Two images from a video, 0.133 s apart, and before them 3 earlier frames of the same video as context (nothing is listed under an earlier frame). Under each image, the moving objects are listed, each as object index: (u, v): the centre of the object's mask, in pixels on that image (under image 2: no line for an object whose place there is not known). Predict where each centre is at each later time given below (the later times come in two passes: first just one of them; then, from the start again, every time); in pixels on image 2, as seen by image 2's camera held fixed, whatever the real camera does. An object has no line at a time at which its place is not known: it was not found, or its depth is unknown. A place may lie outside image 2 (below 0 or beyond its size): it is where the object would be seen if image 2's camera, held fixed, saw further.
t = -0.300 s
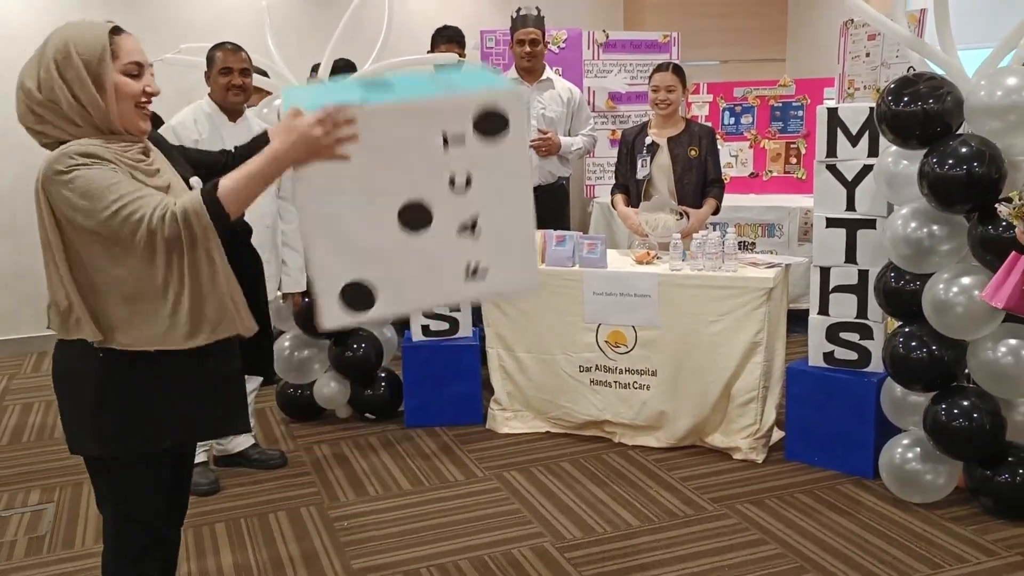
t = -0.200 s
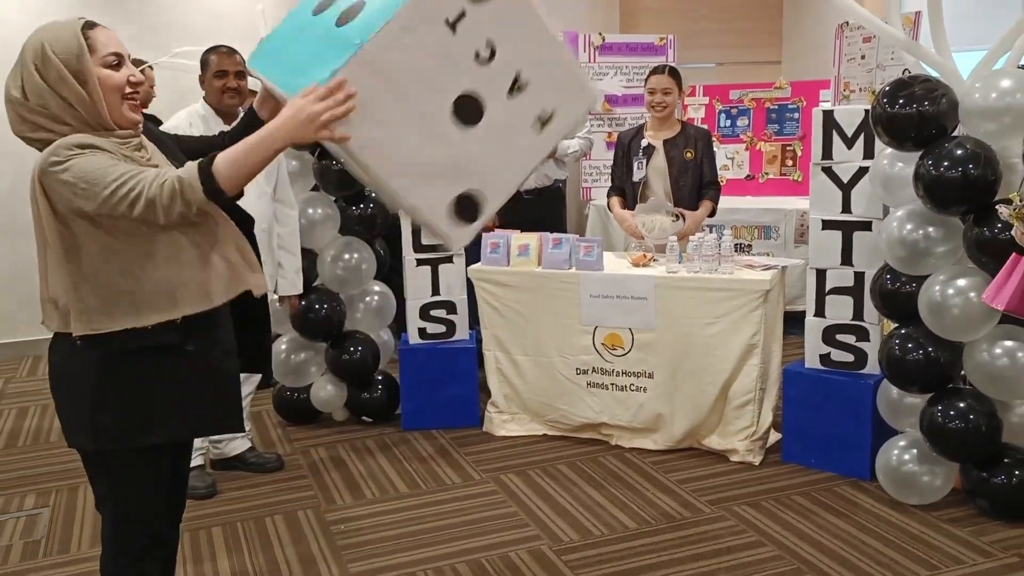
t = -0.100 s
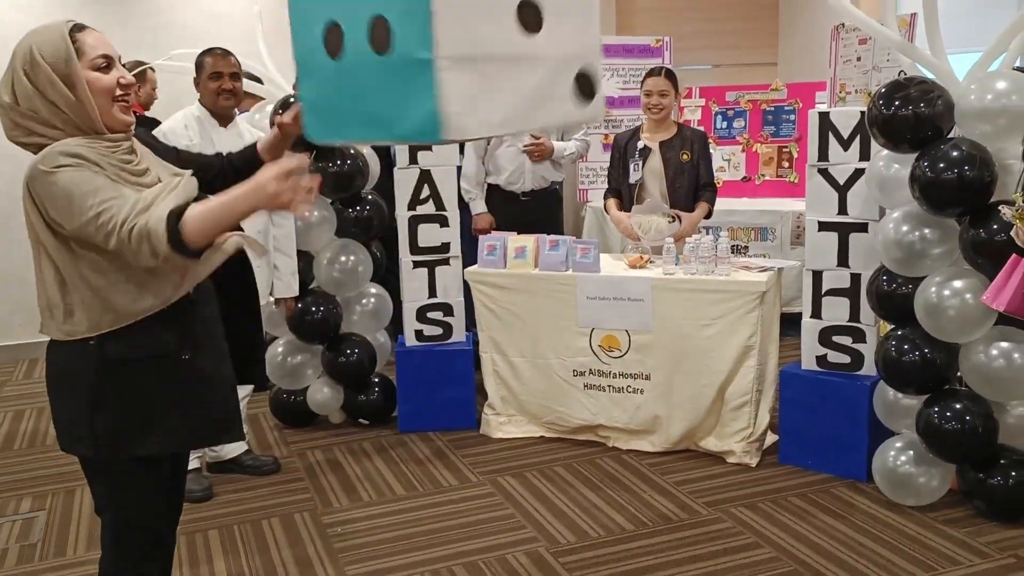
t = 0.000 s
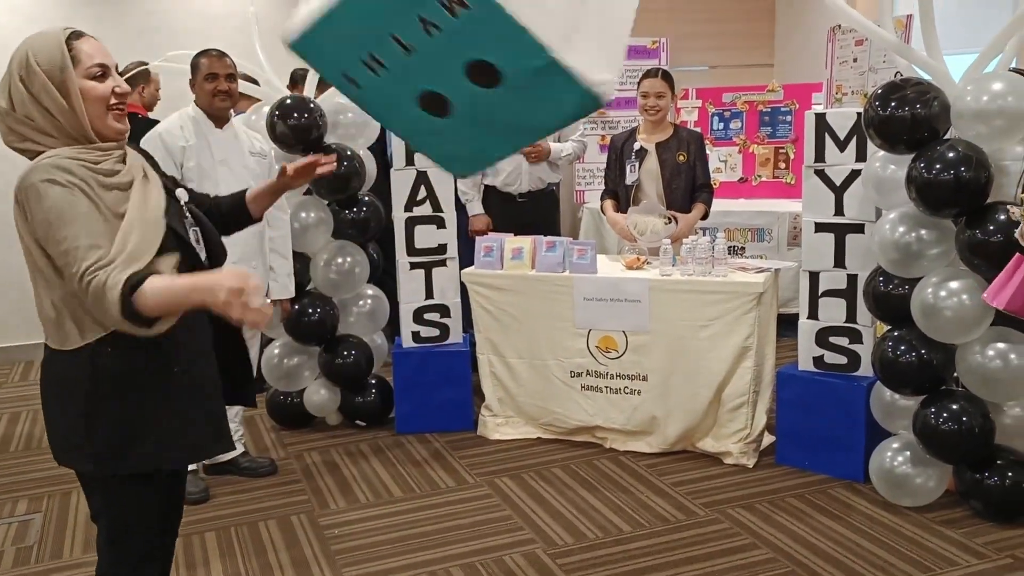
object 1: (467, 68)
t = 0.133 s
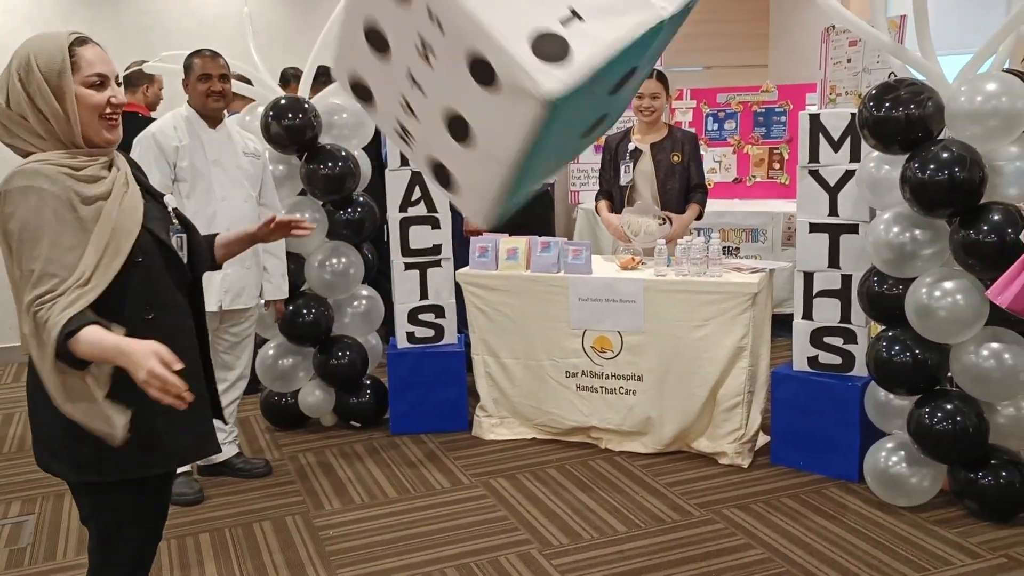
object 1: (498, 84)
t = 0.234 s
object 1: (556, 133)
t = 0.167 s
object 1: (507, 97)
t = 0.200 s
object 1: (533, 115)
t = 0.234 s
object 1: (556, 133)
